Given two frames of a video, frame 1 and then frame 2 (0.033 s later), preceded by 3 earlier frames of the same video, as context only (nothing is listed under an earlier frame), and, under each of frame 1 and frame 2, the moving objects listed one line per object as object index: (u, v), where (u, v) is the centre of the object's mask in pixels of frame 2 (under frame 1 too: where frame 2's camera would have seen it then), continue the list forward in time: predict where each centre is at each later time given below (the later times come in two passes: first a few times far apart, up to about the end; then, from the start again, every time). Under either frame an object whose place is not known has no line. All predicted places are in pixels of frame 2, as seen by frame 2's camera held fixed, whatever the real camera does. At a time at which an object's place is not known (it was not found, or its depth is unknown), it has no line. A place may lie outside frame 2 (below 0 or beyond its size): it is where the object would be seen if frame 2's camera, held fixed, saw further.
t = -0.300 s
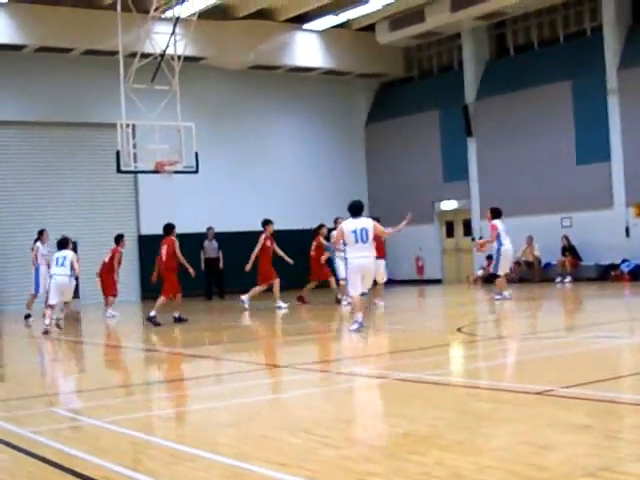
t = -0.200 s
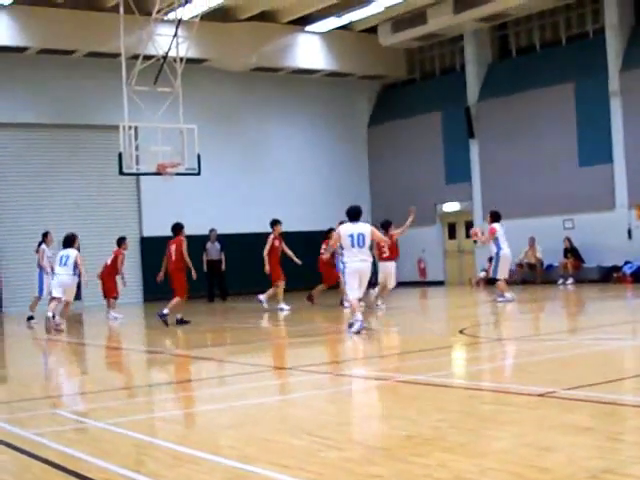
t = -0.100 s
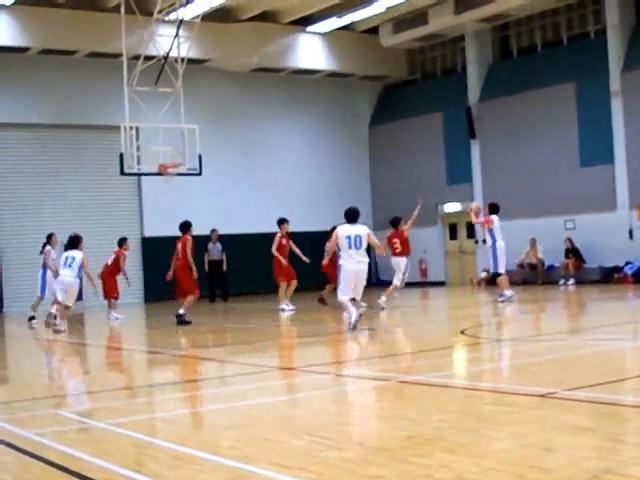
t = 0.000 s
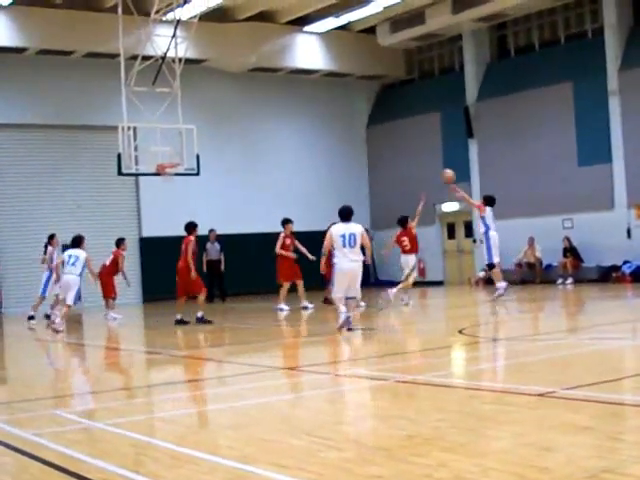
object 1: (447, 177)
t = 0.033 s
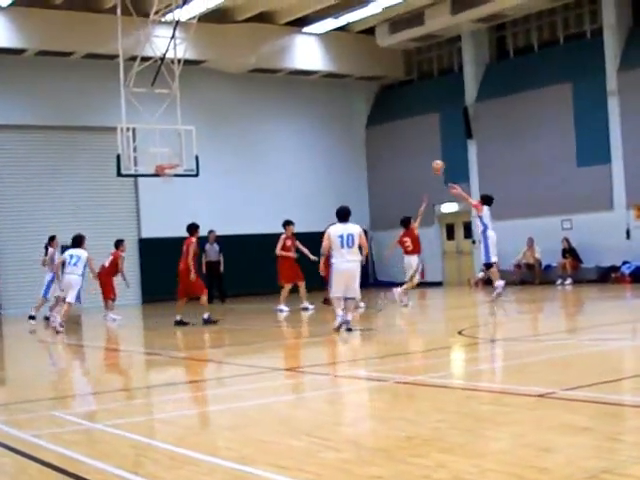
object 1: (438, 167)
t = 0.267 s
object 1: (371, 116)
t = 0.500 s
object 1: (313, 95)
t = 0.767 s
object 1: (254, 104)
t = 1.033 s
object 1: (198, 144)
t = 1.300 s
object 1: (224, 166)
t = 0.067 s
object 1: (427, 158)
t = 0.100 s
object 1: (418, 148)
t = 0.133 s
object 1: (408, 141)
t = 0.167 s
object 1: (399, 134)
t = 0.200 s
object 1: (389, 127)
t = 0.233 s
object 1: (380, 122)
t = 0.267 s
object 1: (371, 116)
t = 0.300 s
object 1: (364, 111)
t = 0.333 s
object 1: (355, 106)
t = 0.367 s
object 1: (346, 103)
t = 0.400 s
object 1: (338, 101)
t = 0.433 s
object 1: (330, 98)
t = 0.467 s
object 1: (322, 97)
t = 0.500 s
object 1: (313, 95)
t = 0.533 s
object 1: (305, 95)
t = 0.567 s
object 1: (298, 94)
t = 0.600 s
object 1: (290, 94)
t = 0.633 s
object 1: (282, 95)
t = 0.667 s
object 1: (275, 95)
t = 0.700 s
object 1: (268, 98)
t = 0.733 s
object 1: (261, 100)
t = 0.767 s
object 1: (254, 104)
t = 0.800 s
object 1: (246, 106)
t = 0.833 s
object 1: (239, 111)
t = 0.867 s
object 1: (232, 115)
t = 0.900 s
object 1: (226, 120)
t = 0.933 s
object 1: (218, 125)
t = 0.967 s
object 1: (211, 131)
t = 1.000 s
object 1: (206, 137)
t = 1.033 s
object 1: (198, 144)
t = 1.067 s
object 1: (191, 152)
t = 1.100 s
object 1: (185, 160)
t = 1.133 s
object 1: (184, 164)
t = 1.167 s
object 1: (193, 163)
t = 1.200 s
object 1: (200, 163)
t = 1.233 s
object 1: (207, 164)
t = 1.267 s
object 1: (216, 165)
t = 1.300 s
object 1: (224, 166)
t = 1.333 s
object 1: (232, 169)
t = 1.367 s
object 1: (241, 171)
